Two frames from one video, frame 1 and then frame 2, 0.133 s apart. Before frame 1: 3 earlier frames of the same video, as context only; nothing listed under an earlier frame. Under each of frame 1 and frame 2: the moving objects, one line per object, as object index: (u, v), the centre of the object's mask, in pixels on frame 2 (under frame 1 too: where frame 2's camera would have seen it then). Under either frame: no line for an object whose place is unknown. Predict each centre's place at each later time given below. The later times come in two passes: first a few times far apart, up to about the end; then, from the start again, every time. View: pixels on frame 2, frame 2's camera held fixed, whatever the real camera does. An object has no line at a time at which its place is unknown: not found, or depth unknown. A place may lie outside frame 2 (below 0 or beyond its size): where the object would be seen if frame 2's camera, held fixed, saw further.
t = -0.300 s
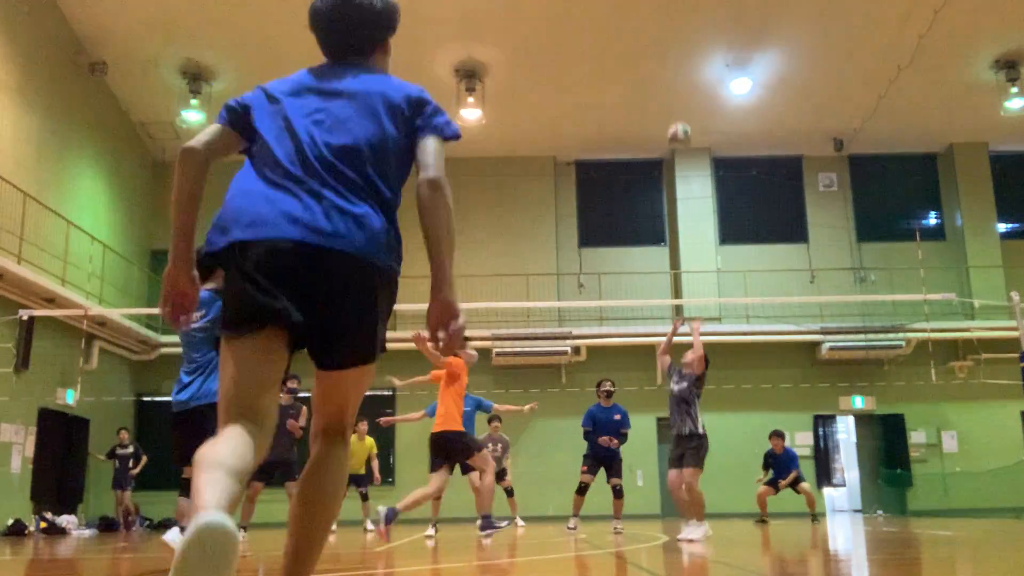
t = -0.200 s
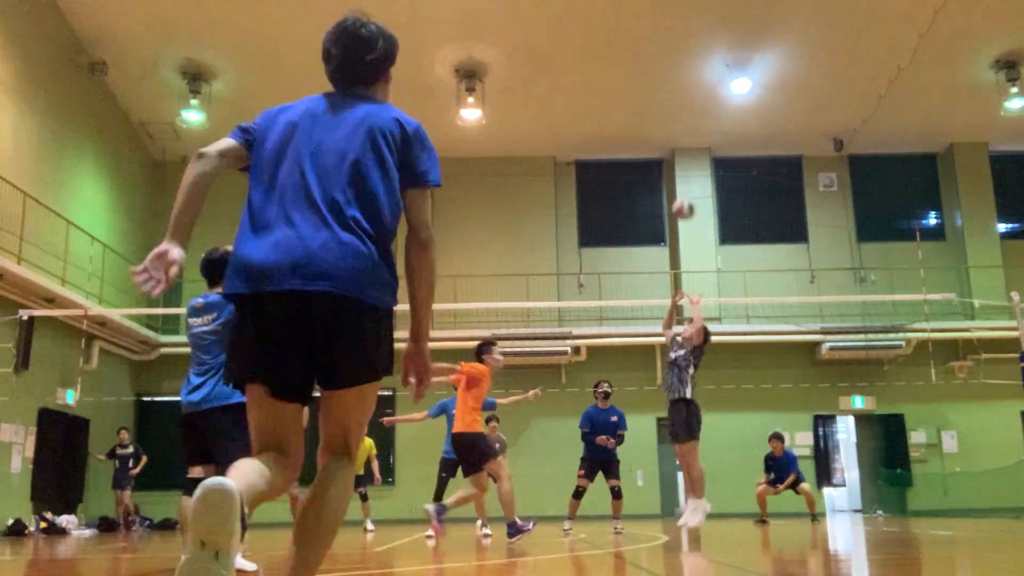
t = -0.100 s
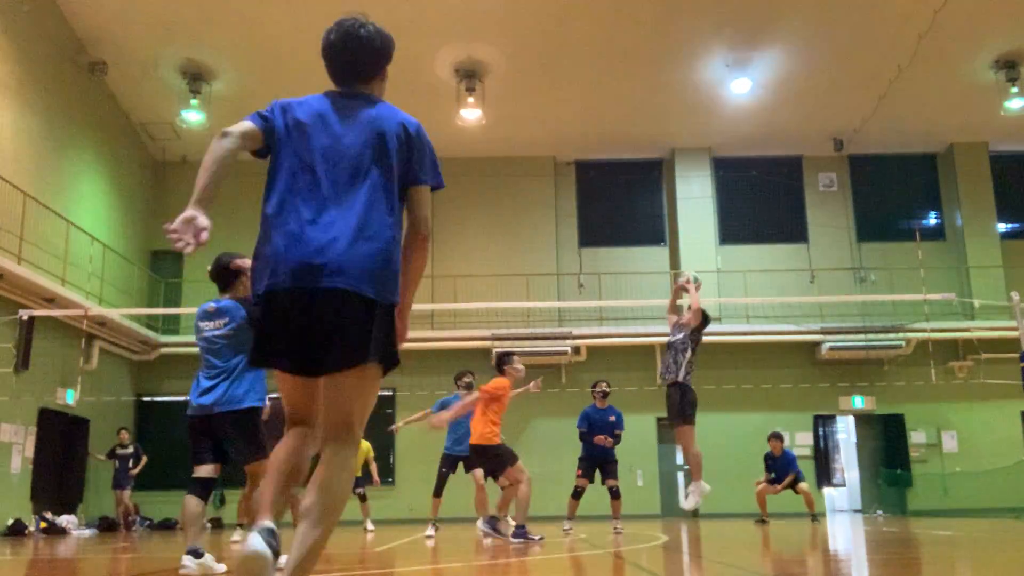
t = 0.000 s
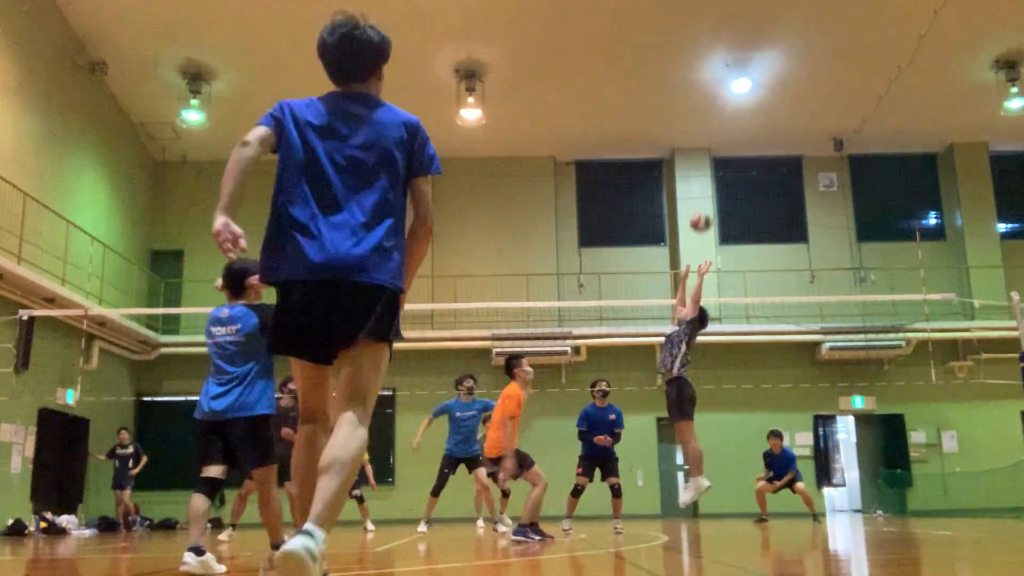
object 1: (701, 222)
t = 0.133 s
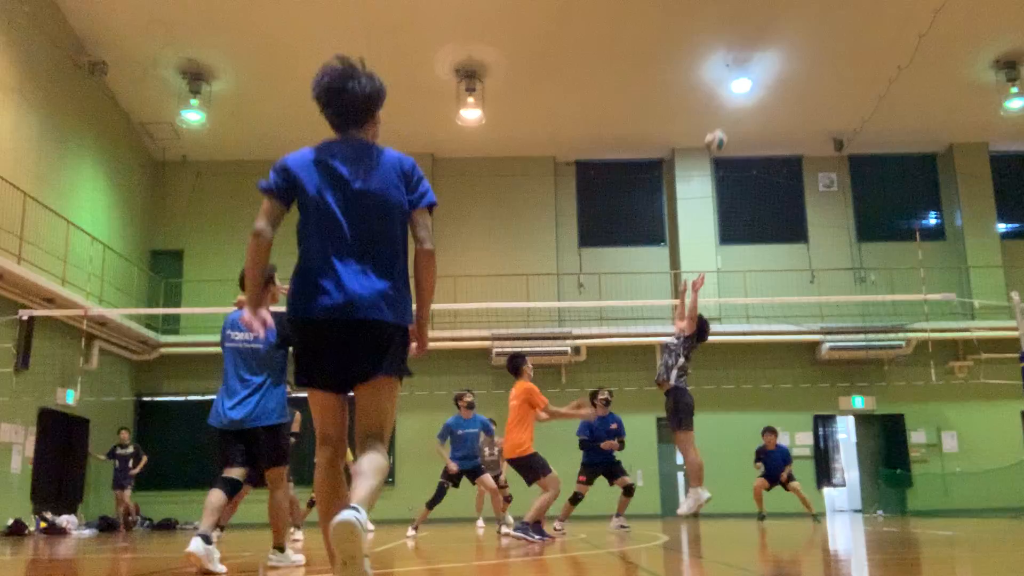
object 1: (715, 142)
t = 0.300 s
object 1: (731, 67)
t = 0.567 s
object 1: (763, 20)
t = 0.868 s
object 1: (804, 46)
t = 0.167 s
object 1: (719, 124)
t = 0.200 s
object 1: (721, 111)
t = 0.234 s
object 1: (722, 100)
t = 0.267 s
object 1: (724, 85)
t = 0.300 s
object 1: (731, 67)
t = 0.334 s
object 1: (736, 58)
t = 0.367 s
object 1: (741, 51)
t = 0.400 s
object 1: (745, 44)
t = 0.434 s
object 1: (749, 36)
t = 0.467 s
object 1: (753, 30)
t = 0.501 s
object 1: (756, 26)
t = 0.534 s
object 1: (759, 22)
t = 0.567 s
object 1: (763, 20)
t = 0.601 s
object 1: (767, 18)
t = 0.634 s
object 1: (771, 18)
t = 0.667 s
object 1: (775, 18)
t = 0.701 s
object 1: (780, 20)
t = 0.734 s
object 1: (785, 23)
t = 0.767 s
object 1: (790, 27)
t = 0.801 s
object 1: (794, 32)
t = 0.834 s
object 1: (799, 38)
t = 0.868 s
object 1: (804, 46)
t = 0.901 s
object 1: (810, 54)
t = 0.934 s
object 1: (815, 64)
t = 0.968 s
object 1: (820, 75)
